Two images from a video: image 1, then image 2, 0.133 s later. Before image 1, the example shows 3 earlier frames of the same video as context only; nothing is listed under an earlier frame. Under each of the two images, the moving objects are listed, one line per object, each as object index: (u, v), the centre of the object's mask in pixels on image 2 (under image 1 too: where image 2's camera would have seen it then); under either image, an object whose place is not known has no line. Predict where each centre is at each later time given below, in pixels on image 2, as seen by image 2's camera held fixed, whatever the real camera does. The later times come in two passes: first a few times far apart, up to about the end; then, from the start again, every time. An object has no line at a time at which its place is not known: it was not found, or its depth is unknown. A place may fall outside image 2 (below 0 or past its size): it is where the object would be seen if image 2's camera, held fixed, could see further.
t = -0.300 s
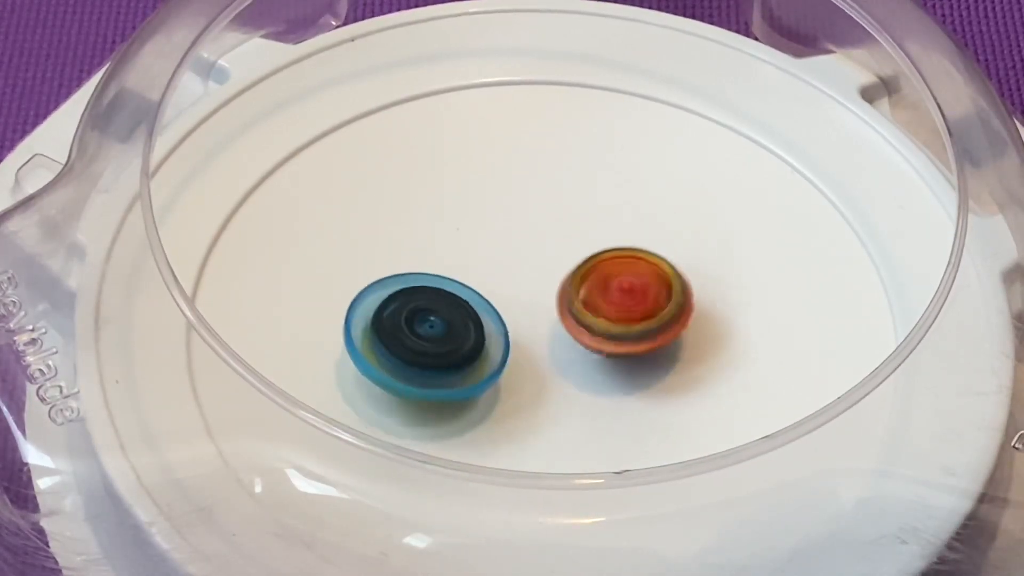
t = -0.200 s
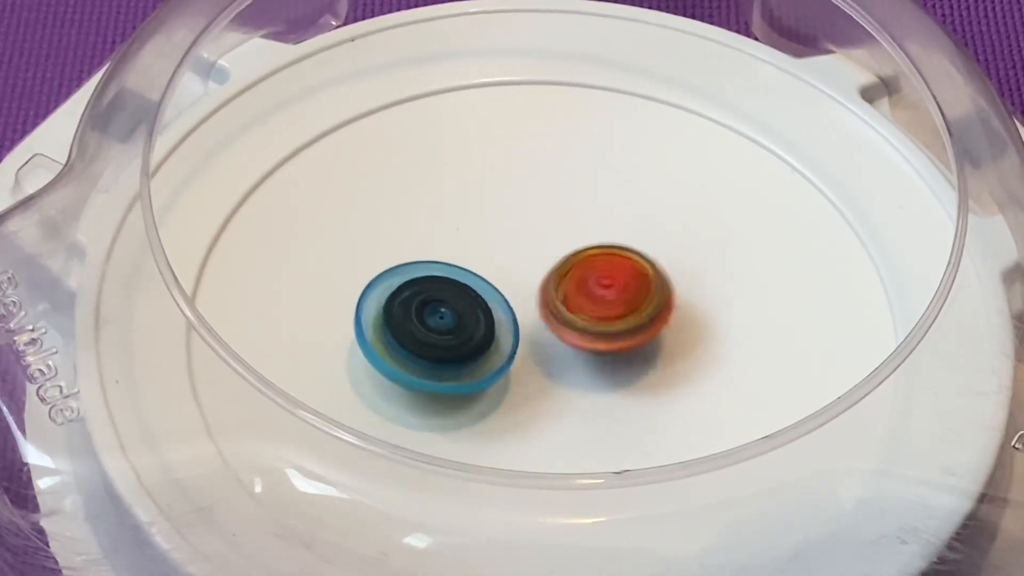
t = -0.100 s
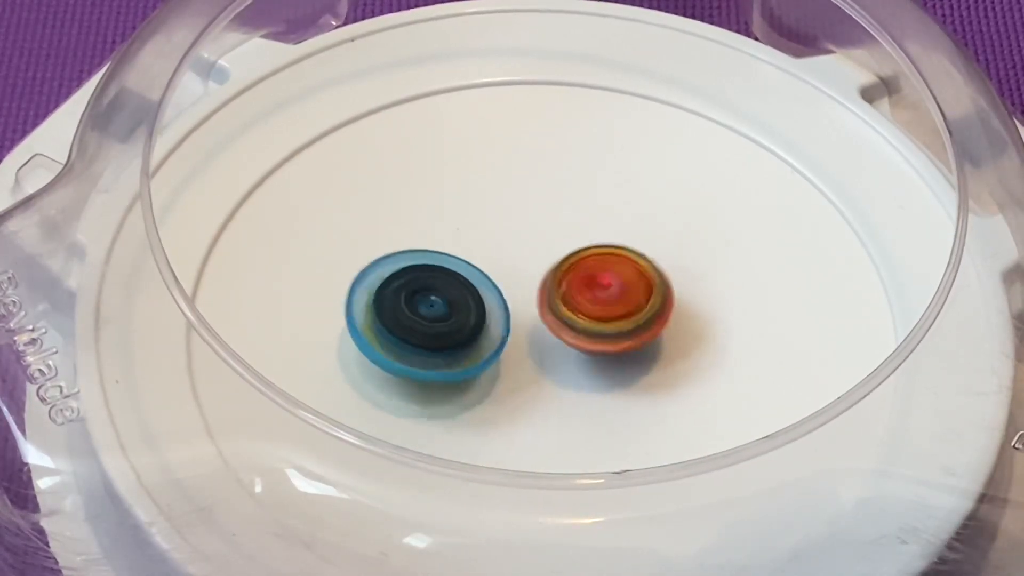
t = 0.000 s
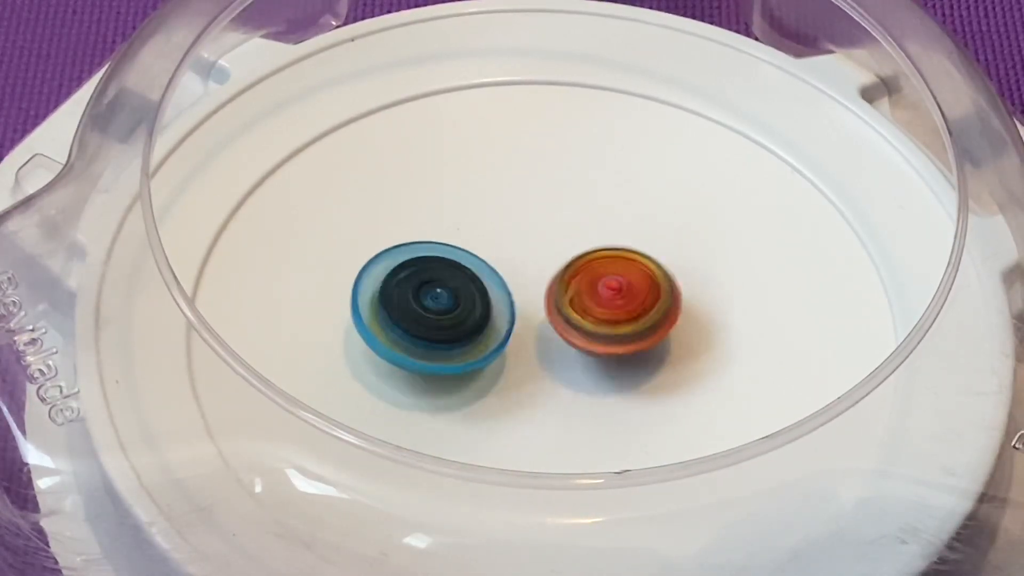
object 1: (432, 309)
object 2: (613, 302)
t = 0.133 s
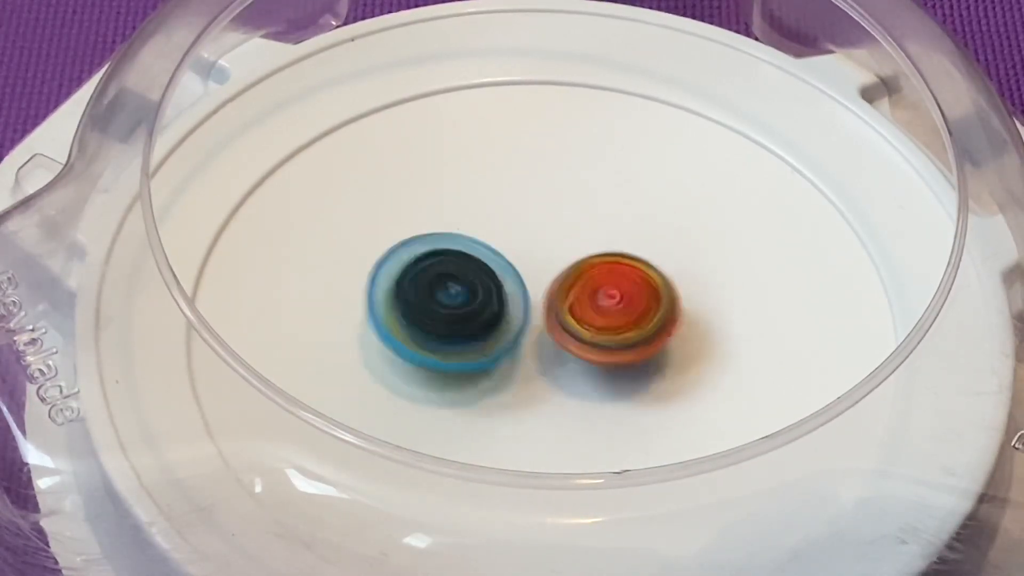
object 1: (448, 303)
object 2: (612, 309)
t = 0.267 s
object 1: (443, 297)
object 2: (658, 317)
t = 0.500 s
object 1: (494, 304)
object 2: (654, 323)
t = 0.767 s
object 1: (505, 302)
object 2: (672, 351)
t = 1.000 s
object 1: (493, 297)
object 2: (662, 370)
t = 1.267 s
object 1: (464, 284)
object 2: (621, 374)
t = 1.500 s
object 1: (433, 241)
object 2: (582, 398)
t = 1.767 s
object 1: (435, 231)
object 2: (533, 373)
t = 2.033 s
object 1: (486, 245)
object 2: (491, 363)
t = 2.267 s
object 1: (562, 296)
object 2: (479, 387)
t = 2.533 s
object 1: (640, 418)
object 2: (465, 407)
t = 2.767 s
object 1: (629, 451)
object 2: (485, 376)
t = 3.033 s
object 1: (564, 420)
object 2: (528, 306)
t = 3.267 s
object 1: (491, 334)
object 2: (563, 239)
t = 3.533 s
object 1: (459, 249)
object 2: (601, 216)
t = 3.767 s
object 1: (486, 227)
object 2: (640, 259)
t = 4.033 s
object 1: (523, 257)
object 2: (655, 345)
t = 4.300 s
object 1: (537, 301)
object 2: (600, 425)
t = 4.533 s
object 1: (524, 311)
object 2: (501, 426)
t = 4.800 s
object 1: (529, 289)
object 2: (411, 369)
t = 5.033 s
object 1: (563, 281)
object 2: (418, 297)
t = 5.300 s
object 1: (636, 317)
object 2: (515, 247)
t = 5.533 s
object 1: (669, 391)
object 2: (614, 253)
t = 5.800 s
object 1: (599, 422)
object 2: (652, 319)
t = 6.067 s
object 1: (472, 366)
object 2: (635, 361)
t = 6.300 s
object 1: (462, 279)
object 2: (565, 369)
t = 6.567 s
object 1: (538, 247)
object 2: (490, 352)
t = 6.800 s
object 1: (604, 314)
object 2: (452, 336)
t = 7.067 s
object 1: (589, 391)
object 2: (477, 302)
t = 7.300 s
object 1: (523, 388)
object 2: (530, 274)
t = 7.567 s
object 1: (488, 322)
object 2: (615, 263)
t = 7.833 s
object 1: (511, 291)
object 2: (655, 318)
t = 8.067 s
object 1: (518, 277)
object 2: (604, 373)
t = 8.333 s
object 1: (547, 249)
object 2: (515, 366)
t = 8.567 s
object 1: (586, 243)
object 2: (481, 325)
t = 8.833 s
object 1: (611, 287)
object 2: (480, 309)
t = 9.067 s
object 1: (574, 379)
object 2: (470, 294)
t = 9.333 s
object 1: (545, 413)
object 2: (495, 313)
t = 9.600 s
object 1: (548, 417)
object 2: (493, 322)
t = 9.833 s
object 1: (549, 419)
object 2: (508, 315)
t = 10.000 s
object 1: (550, 421)
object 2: (519, 315)
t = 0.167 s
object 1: (435, 300)
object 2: (629, 313)
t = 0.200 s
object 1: (433, 298)
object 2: (642, 314)
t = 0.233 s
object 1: (437, 297)
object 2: (651, 316)
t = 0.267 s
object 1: (443, 297)
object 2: (658, 317)
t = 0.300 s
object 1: (449, 297)
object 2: (662, 319)
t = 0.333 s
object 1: (456, 299)
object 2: (663, 320)
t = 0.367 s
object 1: (463, 300)
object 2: (663, 320)
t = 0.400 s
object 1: (470, 301)
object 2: (662, 321)
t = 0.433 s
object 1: (477, 302)
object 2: (660, 321)
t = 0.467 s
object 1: (485, 303)
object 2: (657, 322)
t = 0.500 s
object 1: (494, 304)
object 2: (654, 323)
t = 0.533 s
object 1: (500, 304)
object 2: (652, 325)
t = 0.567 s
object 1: (499, 302)
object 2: (658, 329)
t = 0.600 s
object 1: (501, 301)
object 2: (663, 334)
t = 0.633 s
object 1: (505, 302)
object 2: (664, 337)
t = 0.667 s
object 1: (509, 302)
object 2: (663, 340)
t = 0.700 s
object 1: (511, 304)
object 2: (660, 342)
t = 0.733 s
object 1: (506, 302)
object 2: (669, 347)
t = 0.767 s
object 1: (505, 302)
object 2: (672, 351)
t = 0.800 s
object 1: (505, 303)
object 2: (672, 355)
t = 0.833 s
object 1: (505, 303)
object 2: (670, 357)
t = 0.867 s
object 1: (507, 305)
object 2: (667, 358)
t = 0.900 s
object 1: (509, 306)
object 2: (662, 359)
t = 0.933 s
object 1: (510, 307)
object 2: (656, 360)
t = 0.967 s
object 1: (510, 307)
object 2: (651, 361)
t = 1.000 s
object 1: (493, 297)
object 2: (662, 370)
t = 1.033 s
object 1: (485, 292)
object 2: (667, 375)
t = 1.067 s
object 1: (479, 290)
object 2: (668, 378)
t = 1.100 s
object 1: (474, 288)
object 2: (665, 380)
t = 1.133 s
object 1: (470, 287)
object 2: (659, 380)
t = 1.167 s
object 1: (468, 286)
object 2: (651, 379)
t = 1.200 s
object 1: (465, 285)
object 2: (643, 378)
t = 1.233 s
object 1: (464, 285)
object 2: (632, 376)
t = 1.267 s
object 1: (464, 284)
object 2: (621, 374)
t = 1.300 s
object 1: (464, 284)
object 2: (610, 371)
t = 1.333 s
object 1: (465, 285)
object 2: (597, 369)
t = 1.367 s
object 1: (466, 286)
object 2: (584, 367)
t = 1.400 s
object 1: (457, 274)
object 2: (583, 374)
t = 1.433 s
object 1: (444, 257)
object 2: (586, 387)
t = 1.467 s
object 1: (437, 246)
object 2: (586, 395)
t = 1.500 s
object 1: (433, 241)
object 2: (582, 398)
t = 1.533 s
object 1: (429, 237)
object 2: (577, 399)
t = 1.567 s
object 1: (426, 234)
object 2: (571, 399)
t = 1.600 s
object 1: (425, 231)
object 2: (565, 396)
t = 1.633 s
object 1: (425, 229)
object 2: (559, 392)
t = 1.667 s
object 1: (427, 228)
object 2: (552, 388)
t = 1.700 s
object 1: (429, 227)
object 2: (546, 383)
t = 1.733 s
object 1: (431, 228)
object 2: (540, 378)
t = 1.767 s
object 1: (435, 231)
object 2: (533, 373)
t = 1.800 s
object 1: (440, 234)
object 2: (527, 368)
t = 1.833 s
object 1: (446, 237)
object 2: (520, 363)
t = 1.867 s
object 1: (452, 240)
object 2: (513, 358)
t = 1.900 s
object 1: (458, 241)
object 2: (507, 355)
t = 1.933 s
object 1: (464, 239)
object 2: (503, 358)
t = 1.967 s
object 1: (471, 241)
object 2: (498, 358)
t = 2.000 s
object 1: (477, 242)
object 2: (494, 359)
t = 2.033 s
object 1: (486, 245)
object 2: (491, 363)
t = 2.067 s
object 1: (494, 249)
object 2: (490, 365)
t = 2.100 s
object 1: (502, 254)
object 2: (488, 367)
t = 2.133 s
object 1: (511, 259)
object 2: (487, 371)
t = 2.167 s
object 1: (520, 265)
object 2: (488, 374)
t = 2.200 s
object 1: (530, 273)
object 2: (488, 377)
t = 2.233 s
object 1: (544, 283)
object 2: (484, 383)
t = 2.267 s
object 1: (562, 296)
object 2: (479, 387)
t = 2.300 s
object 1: (578, 312)
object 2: (474, 390)
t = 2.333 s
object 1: (592, 332)
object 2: (471, 395)
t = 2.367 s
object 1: (604, 351)
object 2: (468, 399)
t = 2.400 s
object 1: (612, 369)
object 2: (466, 403)
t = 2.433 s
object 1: (621, 386)
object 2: (464, 405)
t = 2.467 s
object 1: (630, 402)
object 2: (464, 407)
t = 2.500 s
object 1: (635, 411)
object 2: (464, 407)
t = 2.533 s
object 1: (640, 418)
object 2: (465, 407)
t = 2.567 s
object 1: (642, 422)
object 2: (466, 406)
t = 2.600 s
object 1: (643, 426)
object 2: (467, 404)
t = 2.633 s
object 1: (642, 429)
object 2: (470, 401)
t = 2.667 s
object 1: (641, 443)
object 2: (472, 396)
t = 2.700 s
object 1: (637, 447)
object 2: (476, 391)
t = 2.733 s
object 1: (634, 449)
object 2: (480, 384)
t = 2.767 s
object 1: (629, 451)
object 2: (485, 376)
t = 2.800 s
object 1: (620, 439)
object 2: (490, 368)
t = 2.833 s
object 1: (614, 439)
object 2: (495, 359)
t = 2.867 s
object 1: (605, 438)
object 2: (501, 351)
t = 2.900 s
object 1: (597, 437)
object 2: (506, 343)
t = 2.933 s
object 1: (590, 435)
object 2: (512, 334)
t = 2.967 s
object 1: (583, 431)
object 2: (517, 324)
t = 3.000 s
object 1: (574, 426)
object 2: (523, 315)
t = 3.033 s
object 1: (564, 420)
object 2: (528, 306)
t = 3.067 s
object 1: (553, 413)
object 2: (534, 296)
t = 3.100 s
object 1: (541, 403)
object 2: (540, 282)
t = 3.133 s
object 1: (529, 394)
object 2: (546, 271)
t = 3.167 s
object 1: (518, 381)
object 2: (551, 261)
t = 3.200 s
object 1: (509, 367)
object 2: (556, 253)
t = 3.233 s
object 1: (500, 350)
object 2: (559, 246)
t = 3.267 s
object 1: (491, 334)
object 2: (563, 239)
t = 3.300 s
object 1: (483, 319)
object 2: (567, 233)
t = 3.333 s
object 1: (474, 305)
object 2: (573, 226)
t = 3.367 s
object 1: (466, 294)
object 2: (580, 221)
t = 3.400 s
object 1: (461, 283)
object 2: (586, 217)
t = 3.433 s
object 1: (459, 273)
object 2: (590, 215)
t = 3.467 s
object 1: (459, 264)
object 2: (594, 214)
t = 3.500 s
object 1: (458, 256)
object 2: (598, 215)
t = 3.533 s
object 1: (459, 249)
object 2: (601, 216)
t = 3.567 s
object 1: (462, 244)
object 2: (604, 219)
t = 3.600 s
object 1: (463, 239)
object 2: (610, 223)
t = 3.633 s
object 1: (466, 235)
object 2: (615, 228)
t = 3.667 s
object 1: (472, 232)
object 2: (622, 234)
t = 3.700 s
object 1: (477, 230)
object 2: (627, 241)
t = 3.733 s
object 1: (484, 229)
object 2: (632, 249)
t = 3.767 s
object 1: (486, 227)
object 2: (640, 259)
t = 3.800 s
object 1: (486, 227)
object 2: (652, 273)
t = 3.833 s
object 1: (491, 227)
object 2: (660, 284)
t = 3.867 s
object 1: (496, 230)
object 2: (664, 295)
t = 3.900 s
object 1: (502, 233)
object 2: (665, 305)
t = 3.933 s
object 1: (507, 238)
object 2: (665, 315)
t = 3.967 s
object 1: (513, 244)
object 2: (663, 326)
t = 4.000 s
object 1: (518, 250)
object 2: (660, 335)
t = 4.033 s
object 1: (523, 257)
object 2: (655, 345)
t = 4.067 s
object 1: (528, 265)
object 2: (650, 354)
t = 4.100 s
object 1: (534, 275)
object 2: (644, 362)
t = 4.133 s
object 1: (540, 284)
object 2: (636, 370)
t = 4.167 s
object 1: (541, 287)
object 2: (631, 385)
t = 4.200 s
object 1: (540, 287)
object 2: (627, 400)
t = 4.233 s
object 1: (539, 292)
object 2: (619, 411)
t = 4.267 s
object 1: (538, 297)
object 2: (609, 420)
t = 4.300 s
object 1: (537, 301)
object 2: (600, 425)
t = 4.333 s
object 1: (534, 306)
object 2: (587, 428)
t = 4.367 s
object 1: (533, 311)
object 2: (574, 430)
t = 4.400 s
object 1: (529, 315)
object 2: (561, 429)
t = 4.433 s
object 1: (526, 320)
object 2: (548, 427)
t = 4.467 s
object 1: (526, 317)
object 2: (534, 428)
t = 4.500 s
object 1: (525, 312)
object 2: (518, 428)
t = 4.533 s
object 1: (524, 311)
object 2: (501, 426)
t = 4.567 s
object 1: (522, 309)
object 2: (488, 423)
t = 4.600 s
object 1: (518, 306)
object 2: (474, 419)
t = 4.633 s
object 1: (518, 306)
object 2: (463, 414)
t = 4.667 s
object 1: (517, 304)
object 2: (452, 404)
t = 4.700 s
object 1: (514, 302)
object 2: (444, 396)
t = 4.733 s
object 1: (522, 295)
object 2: (432, 389)
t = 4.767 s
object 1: (528, 291)
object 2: (419, 380)
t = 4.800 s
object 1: (529, 289)
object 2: (411, 369)
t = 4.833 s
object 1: (533, 286)
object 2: (407, 357)
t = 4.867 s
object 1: (535, 283)
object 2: (406, 347)
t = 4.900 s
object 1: (538, 282)
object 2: (406, 334)
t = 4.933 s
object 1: (543, 280)
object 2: (409, 324)
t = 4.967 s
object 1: (549, 279)
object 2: (411, 314)
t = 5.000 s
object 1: (555, 280)
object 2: (414, 305)
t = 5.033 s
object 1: (563, 281)
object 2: (418, 297)
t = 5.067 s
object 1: (570, 281)
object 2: (423, 287)
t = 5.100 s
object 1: (578, 284)
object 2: (431, 279)
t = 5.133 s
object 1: (588, 287)
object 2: (441, 273)
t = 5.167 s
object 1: (598, 292)
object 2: (454, 265)
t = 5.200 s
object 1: (608, 297)
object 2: (466, 258)
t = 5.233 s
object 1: (616, 302)
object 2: (480, 255)
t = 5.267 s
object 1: (627, 310)
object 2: (497, 251)
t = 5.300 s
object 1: (636, 317)
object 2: (515, 247)
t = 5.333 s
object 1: (646, 326)
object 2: (531, 247)
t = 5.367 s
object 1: (652, 333)
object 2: (548, 250)
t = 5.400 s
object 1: (655, 340)
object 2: (567, 251)
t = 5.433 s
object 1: (662, 356)
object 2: (580, 250)
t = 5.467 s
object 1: (666, 368)
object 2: (592, 248)
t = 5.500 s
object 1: (669, 380)
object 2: (602, 250)
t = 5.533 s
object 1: (669, 391)
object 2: (614, 253)
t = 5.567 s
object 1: (667, 401)
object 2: (624, 258)
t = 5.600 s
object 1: (662, 407)
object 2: (633, 265)
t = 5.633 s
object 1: (655, 413)
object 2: (640, 273)
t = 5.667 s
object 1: (648, 417)
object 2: (646, 280)
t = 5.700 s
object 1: (638, 420)
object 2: (650, 290)
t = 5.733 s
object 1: (626, 421)
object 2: (652, 300)
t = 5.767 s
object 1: (614, 422)
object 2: (652, 309)
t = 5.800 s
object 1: (599, 422)
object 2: (652, 319)
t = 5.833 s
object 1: (582, 422)
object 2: (650, 325)
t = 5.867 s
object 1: (565, 421)
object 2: (651, 329)
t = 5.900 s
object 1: (548, 418)
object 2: (650, 333)
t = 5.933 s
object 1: (534, 413)
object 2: (647, 339)
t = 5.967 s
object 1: (520, 403)
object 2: (643, 345)
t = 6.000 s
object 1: (499, 391)
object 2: (644, 351)
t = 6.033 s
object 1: (485, 378)
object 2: (641, 357)
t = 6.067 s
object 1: (472, 366)
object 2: (635, 361)
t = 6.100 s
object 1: (466, 353)
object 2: (628, 365)
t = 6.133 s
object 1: (460, 340)
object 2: (619, 368)
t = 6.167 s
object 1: (456, 327)
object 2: (608, 371)
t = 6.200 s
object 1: (454, 313)
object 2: (599, 372)
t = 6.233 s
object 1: (455, 301)
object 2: (589, 372)
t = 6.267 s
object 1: (458, 289)
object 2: (576, 372)
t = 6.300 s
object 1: (462, 279)
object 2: (565, 369)
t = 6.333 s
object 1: (468, 269)
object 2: (556, 367)
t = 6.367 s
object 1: (474, 261)
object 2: (544, 365)
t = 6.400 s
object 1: (483, 253)
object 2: (534, 361)
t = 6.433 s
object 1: (491, 247)
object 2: (525, 357)
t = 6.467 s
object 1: (502, 244)
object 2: (516, 356)
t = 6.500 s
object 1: (513, 241)
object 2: (508, 354)
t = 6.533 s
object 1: (525, 243)
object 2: (499, 352)
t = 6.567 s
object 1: (538, 247)
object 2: (490, 352)
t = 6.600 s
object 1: (551, 254)
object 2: (482, 351)
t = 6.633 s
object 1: (562, 262)
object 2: (472, 349)
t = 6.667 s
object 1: (573, 272)
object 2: (467, 348)
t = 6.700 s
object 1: (582, 280)
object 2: (462, 344)
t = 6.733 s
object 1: (591, 292)
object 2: (458, 343)
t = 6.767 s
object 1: (598, 302)
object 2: (454, 340)
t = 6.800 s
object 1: (604, 314)
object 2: (452, 336)
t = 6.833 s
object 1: (607, 324)
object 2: (452, 333)
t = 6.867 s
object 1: (610, 335)
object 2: (454, 330)
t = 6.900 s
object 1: (608, 345)
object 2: (455, 327)
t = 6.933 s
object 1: (606, 355)
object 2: (458, 323)
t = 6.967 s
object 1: (602, 364)
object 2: (462, 319)
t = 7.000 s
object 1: (596, 373)
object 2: (468, 315)
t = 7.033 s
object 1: (590, 381)
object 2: (474, 312)
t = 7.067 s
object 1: (589, 391)
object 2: (477, 302)
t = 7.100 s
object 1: (586, 399)
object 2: (483, 297)
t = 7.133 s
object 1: (578, 402)
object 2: (489, 292)
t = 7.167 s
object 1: (567, 402)
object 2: (495, 288)
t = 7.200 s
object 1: (557, 401)
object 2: (503, 285)
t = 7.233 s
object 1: (544, 396)
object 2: (509, 282)
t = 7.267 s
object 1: (533, 393)
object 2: (519, 279)
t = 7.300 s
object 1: (523, 388)
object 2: (530, 274)
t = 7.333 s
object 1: (514, 385)
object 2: (542, 269)
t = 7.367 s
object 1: (505, 377)
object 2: (552, 266)
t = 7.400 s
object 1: (498, 367)
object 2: (561, 262)
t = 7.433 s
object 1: (494, 357)
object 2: (571, 260)
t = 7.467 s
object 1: (487, 347)
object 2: (583, 258)
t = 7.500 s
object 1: (484, 339)
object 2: (595, 258)
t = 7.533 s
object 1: (484, 330)
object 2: (605, 260)
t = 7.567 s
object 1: (488, 322)
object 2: (615, 263)
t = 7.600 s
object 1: (487, 317)
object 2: (627, 268)
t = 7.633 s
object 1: (489, 309)
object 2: (637, 273)
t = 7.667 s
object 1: (496, 305)
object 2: (643, 280)
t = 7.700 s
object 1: (500, 299)
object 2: (648, 287)
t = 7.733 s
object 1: (498, 293)
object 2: (656, 294)
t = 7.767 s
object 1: (502, 290)
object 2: (658, 302)
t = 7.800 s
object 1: (507, 290)
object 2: (659, 310)
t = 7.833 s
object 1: (511, 291)
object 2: (655, 318)
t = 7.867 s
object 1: (515, 288)
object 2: (651, 327)
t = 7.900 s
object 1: (515, 282)
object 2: (647, 335)
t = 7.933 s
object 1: (514, 277)
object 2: (646, 347)
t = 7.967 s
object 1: (519, 276)
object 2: (639, 355)
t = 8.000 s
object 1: (520, 279)
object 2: (629, 362)
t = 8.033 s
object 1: (517, 279)
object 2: (616, 368)
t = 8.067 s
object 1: (518, 277)
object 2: (604, 373)
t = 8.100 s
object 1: (519, 271)
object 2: (592, 376)
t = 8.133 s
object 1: (525, 270)
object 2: (579, 379)
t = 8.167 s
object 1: (527, 267)
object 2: (564, 383)
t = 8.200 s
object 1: (532, 259)
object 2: (552, 384)
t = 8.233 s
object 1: (537, 256)
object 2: (540, 385)
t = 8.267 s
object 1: (539, 253)
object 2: (530, 379)
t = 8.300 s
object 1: (542, 250)
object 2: (520, 374)
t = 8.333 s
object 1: (547, 249)
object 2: (515, 366)
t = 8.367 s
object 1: (551, 246)
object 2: (508, 358)
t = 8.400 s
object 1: (558, 234)
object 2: (497, 352)
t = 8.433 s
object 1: (566, 232)
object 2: (491, 345)
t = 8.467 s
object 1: (570, 229)
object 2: (490, 337)
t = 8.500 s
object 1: (575, 234)
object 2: (489, 332)
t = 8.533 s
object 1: (581, 237)
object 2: (486, 328)
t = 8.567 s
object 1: (586, 243)
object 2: (481, 325)
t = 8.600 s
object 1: (587, 246)
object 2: (479, 321)
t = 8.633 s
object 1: (589, 248)
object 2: (481, 319)
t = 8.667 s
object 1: (596, 251)
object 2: (480, 316)
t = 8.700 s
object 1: (603, 255)
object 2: (477, 312)
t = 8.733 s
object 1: (607, 263)
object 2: (480, 311)
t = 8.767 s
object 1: (612, 270)
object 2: (479, 310)
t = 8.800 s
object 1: (611, 277)
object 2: (482, 310)
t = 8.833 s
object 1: (611, 287)
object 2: (480, 309)
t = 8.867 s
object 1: (610, 298)
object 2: (477, 306)
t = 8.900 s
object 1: (606, 312)
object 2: (474, 303)
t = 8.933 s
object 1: (600, 327)
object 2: (474, 300)
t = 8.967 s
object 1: (594, 340)
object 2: (475, 300)
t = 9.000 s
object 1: (587, 354)
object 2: (473, 299)
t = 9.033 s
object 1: (580, 367)
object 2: (471, 297)
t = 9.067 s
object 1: (574, 379)
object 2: (470, 294)
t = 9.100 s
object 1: (568, 388)
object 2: (474, 293)
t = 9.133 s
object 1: (562, 395)
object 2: (478, 295)
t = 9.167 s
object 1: (555, 402)
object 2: (480, 296)
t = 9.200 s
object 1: (552, 407)
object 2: (483, 299)
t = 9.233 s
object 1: (548, 409)
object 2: (486, 302)
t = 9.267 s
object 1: (547, 411)
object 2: (489, 303)
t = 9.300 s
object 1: (546, 412)
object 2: (493, 308)
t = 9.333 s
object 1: (545, 413)
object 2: (495, 313)
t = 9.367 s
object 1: (544, 414)
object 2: (495, 316)
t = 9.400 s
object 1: (544, 415)
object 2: (494, 319)
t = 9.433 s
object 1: (545, 415)
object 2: (495, 320)
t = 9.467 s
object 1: (546, 415)
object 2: (495, 322)
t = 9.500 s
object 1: (548, 415)
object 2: (496, 325)
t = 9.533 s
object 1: (550, 416)
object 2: (493, 324)
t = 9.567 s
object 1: (549, 416)
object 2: (491, 321)
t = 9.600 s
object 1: (548, 417)
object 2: (493, 322)
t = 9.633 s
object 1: (547, 417)
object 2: (492, 320)
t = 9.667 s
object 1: (548, 417)
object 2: (492, 319)
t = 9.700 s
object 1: (548, 417)
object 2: (494, 318)
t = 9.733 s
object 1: (548, 418)
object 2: (495, 316)
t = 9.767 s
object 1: (549, 418)
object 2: (497, 313)
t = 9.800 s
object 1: (548, 418)
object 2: (503, 313)
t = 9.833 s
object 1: (549, 419)
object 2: (508, 315)
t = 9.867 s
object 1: (550, 418)
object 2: (511, 314)
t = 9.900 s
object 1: (550, 418)
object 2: (515, 316)
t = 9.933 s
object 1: (551, 418)
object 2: (517, 319)
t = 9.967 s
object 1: (551, 420)
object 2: (518, 317)
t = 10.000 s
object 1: (550, 421)
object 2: (519, 315)
